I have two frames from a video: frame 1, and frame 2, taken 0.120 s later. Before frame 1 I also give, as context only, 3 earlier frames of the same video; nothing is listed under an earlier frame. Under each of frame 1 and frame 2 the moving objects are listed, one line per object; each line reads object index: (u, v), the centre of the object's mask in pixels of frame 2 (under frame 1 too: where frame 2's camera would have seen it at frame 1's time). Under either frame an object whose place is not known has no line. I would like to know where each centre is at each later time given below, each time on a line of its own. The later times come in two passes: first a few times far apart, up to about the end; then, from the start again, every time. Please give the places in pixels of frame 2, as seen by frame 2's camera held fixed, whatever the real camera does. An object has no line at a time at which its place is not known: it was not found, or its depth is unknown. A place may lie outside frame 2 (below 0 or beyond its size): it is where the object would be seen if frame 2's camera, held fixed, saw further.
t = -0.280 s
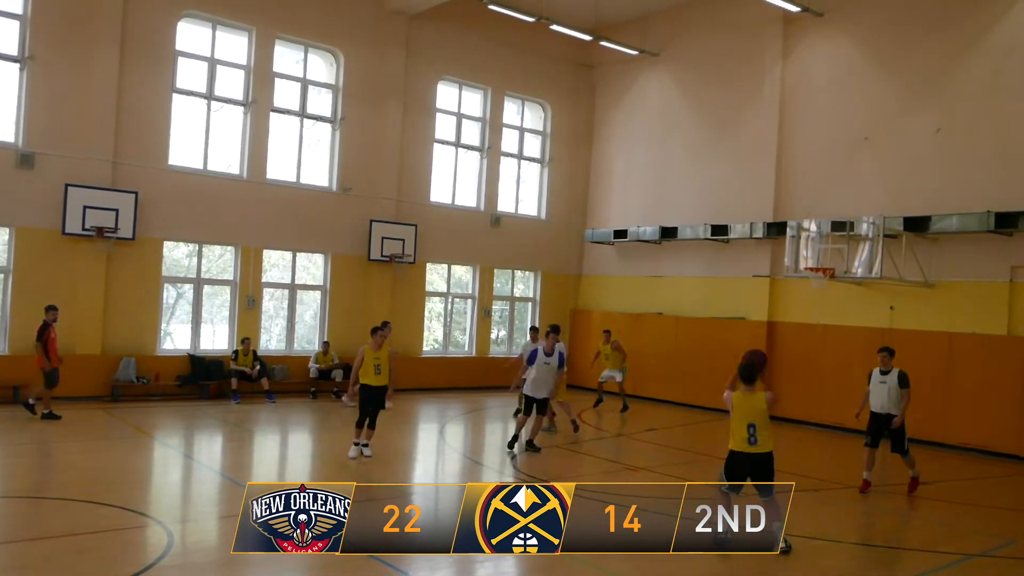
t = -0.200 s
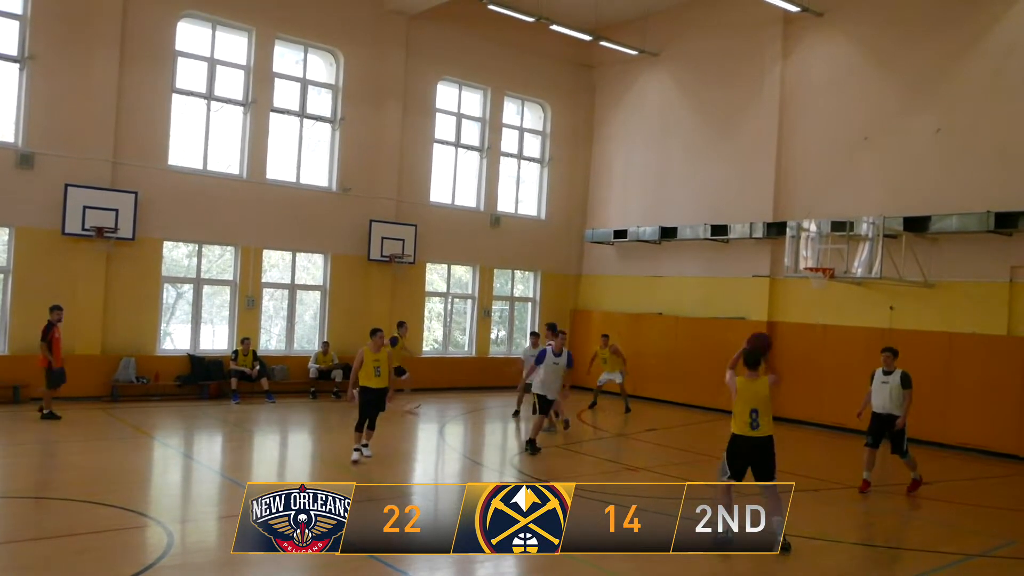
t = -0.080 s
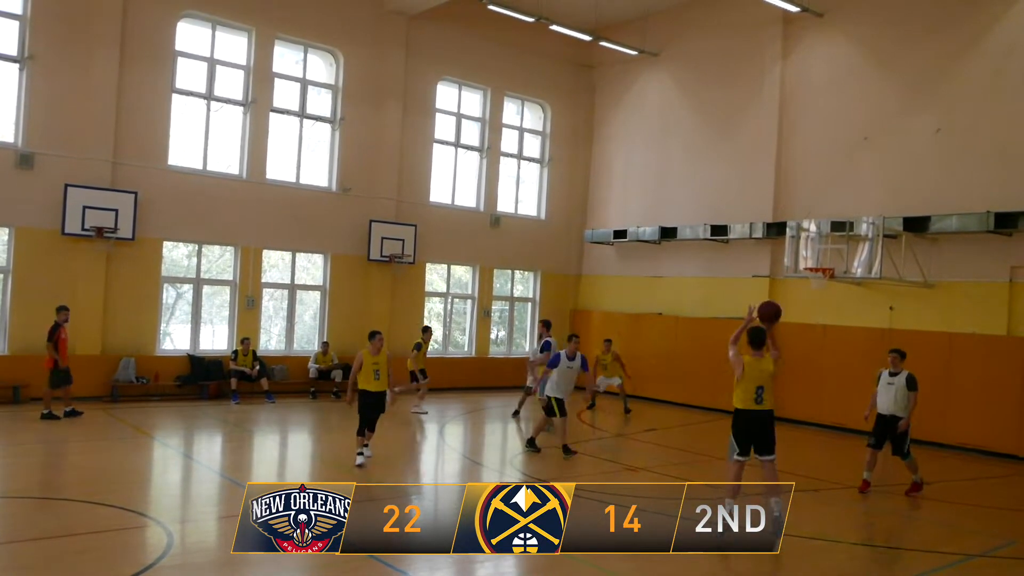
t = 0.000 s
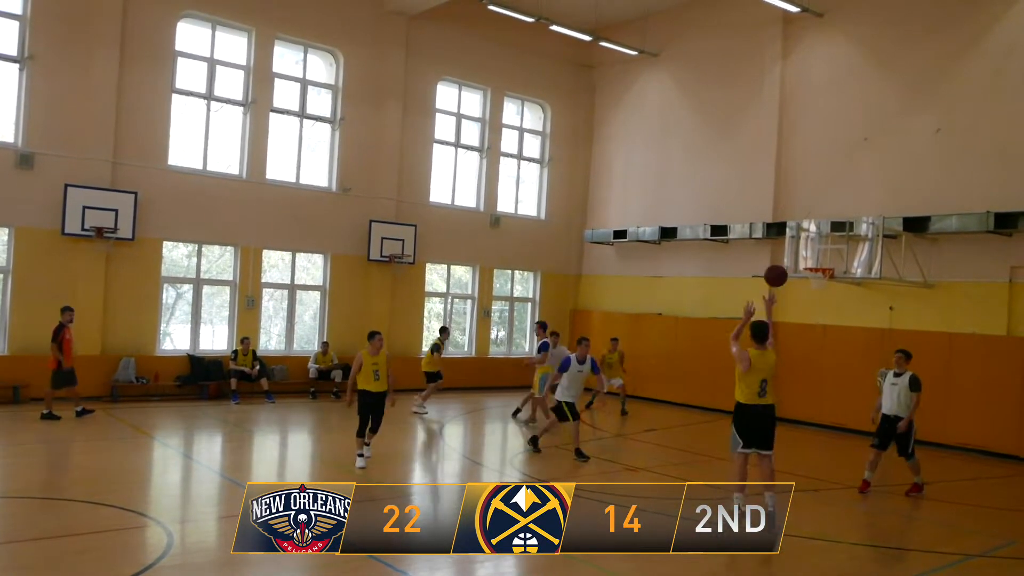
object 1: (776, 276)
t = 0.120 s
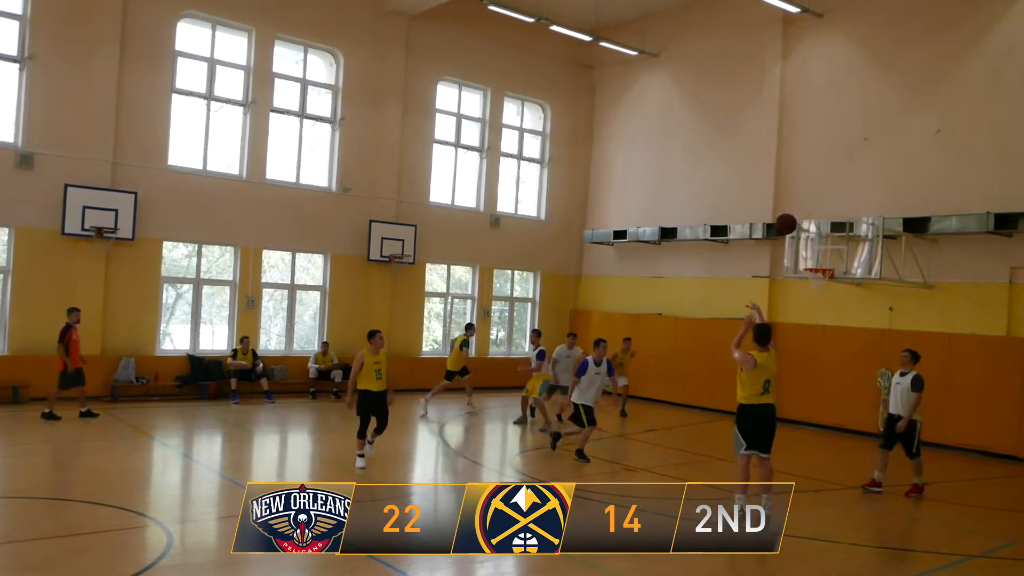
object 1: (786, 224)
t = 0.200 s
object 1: (791, 200)
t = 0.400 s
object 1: (801, 168)
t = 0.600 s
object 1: (808, 169)
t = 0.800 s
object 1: (812, 194)
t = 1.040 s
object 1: (814, 251)
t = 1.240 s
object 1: (818, 281)
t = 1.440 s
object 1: (829, 303)
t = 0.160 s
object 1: (789, 211)
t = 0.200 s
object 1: (791, 200)
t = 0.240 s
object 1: (794, 190)
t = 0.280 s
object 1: (796, 183)
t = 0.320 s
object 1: (798, 176)
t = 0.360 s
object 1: (800, 172)
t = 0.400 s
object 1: (801, 168)
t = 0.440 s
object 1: (803, 166)
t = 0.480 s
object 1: (805, 165)
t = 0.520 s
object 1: (806, 165)
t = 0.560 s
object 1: (807, 167)
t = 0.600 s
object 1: (808, 169)
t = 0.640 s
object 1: (809, 172)
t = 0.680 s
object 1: (810, 176)
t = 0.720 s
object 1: (811, 181)
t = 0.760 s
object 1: (812, 187)
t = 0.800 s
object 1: (812, 194)
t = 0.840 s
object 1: (813, 202)
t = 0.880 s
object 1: (813, 210)
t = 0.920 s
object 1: (813, 219)
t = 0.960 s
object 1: (814, 229)
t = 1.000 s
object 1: (814, 239)
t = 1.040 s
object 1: (814, 251)
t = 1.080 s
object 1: (814, 262)
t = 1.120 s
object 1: (814, 275)
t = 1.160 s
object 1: (815, 281)
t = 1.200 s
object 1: (817, 279)
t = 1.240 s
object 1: (818, 281)
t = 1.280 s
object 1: (820, 283)
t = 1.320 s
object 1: (823, 287)
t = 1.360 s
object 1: (825, 291)
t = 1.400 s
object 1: (827, 297)
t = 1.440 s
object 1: (829, 303)
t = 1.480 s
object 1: (831, 311)
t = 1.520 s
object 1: (832, 319)
